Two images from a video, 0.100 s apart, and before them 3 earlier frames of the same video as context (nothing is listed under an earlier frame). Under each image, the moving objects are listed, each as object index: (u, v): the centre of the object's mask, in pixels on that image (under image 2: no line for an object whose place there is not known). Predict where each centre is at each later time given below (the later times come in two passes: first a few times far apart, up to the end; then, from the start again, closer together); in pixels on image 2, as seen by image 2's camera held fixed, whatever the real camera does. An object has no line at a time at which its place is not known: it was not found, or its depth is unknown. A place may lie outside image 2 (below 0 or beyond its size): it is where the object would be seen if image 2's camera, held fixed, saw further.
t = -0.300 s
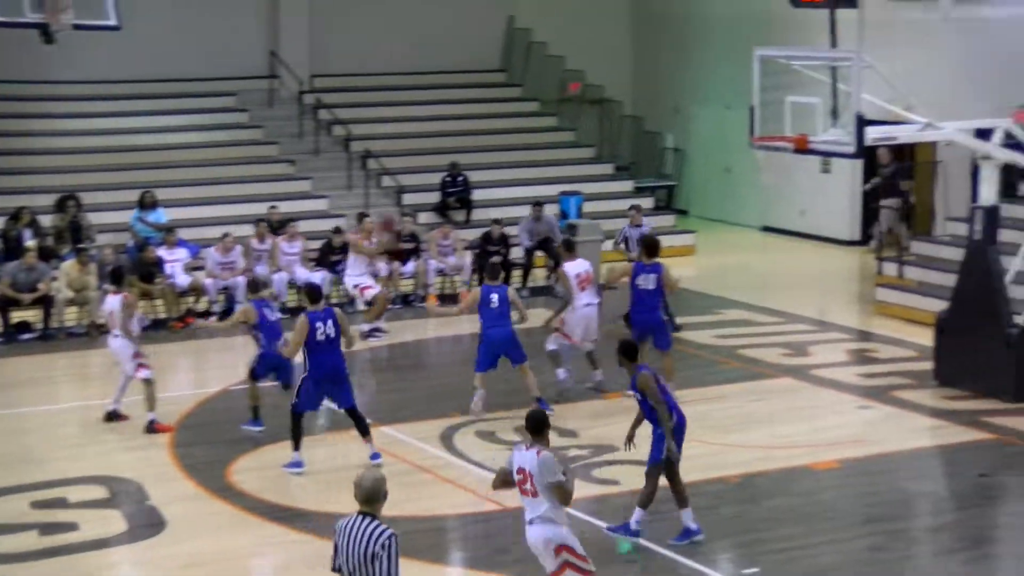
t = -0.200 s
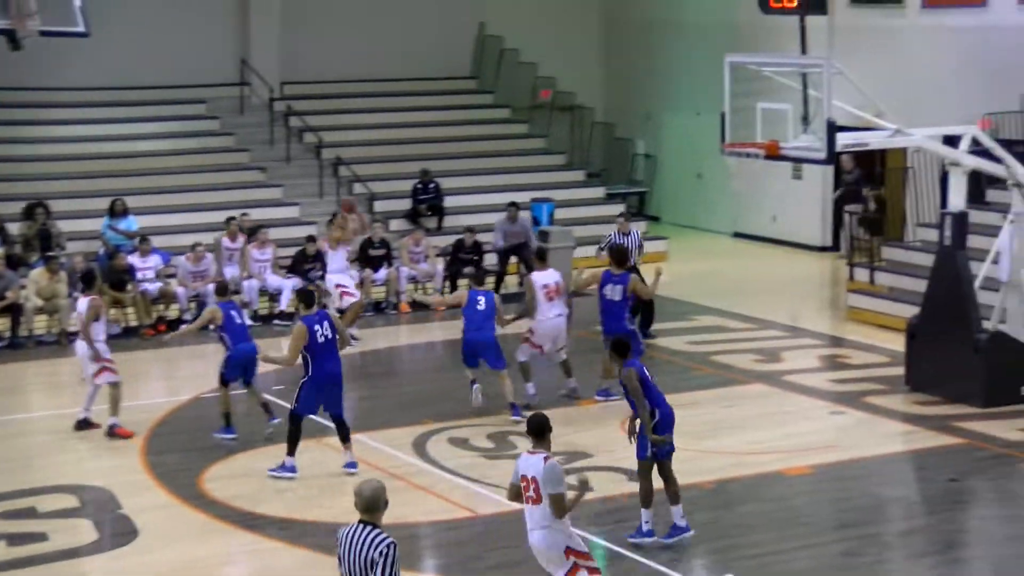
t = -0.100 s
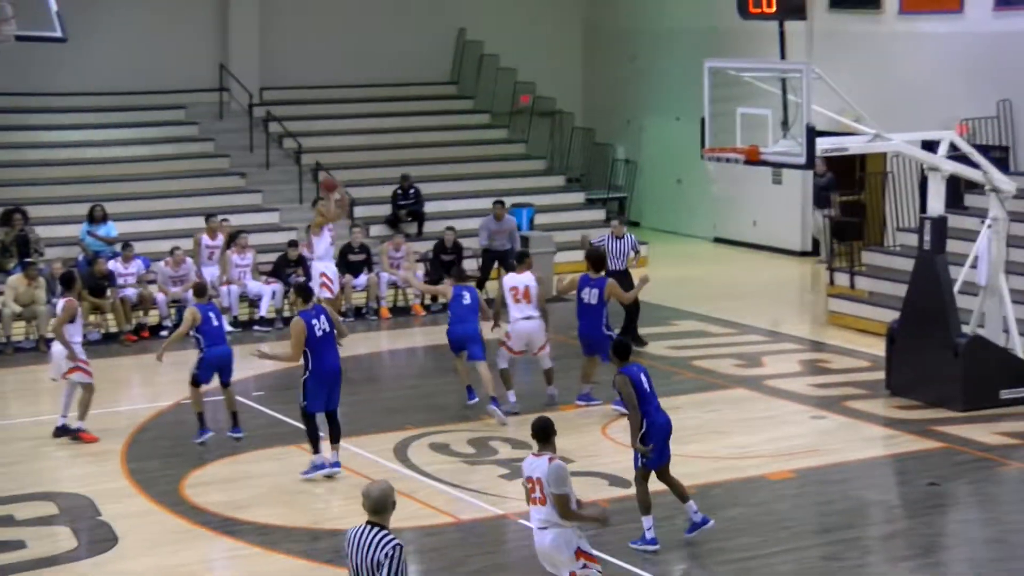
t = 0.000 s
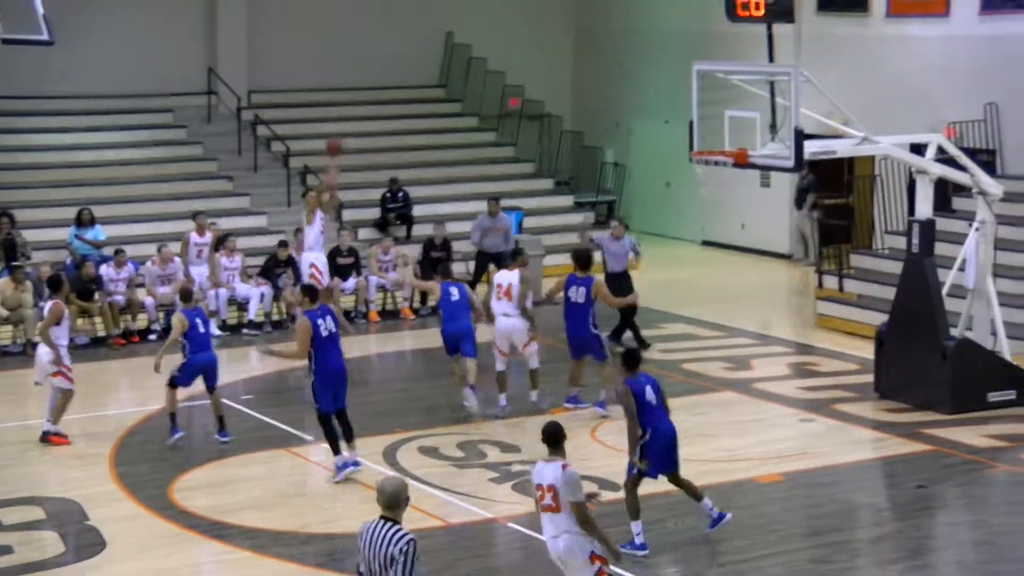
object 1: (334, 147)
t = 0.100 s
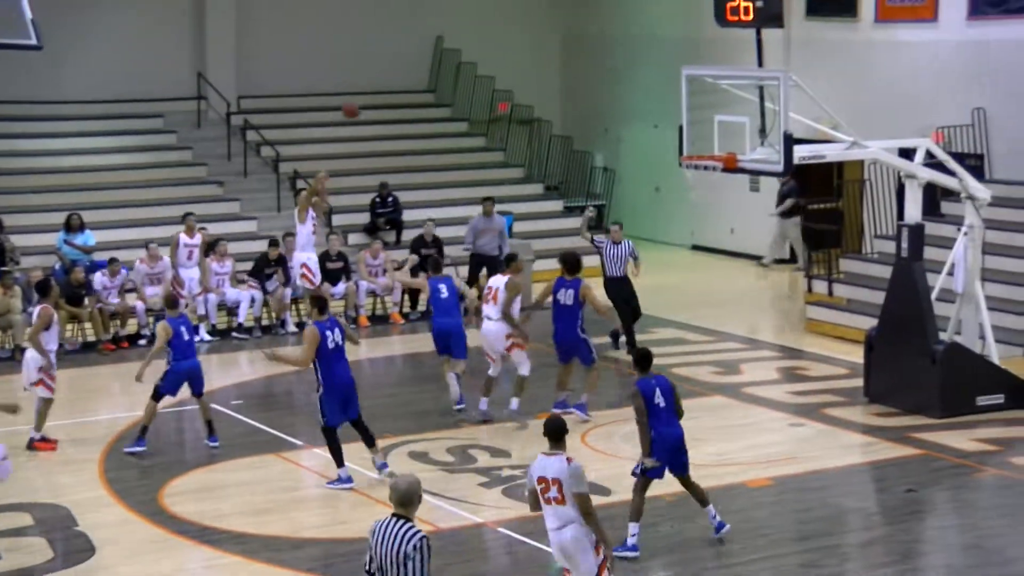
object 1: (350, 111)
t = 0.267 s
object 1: (399, 55)
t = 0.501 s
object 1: (468, 9)
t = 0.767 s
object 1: (554, 9)
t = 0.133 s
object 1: (361, 100)
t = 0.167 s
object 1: (370, 86)
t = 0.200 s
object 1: (379, 74)
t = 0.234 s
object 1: (388, 64)
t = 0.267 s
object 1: (399, 55)
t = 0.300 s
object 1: (408, 45)
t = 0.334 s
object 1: (418, 37)
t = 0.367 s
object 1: (428, 29)
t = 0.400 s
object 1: (438, 23)
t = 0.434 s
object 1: (448, 17)
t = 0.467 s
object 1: (458, 13)
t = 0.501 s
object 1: (468, 9)
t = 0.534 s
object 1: (479, 5)
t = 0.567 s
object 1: (489, 3)
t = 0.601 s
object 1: (499, 2)
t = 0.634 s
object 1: (510, 2)
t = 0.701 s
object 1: (532, 2)
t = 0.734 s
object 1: (543, 6)
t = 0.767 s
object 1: (554, 9)
